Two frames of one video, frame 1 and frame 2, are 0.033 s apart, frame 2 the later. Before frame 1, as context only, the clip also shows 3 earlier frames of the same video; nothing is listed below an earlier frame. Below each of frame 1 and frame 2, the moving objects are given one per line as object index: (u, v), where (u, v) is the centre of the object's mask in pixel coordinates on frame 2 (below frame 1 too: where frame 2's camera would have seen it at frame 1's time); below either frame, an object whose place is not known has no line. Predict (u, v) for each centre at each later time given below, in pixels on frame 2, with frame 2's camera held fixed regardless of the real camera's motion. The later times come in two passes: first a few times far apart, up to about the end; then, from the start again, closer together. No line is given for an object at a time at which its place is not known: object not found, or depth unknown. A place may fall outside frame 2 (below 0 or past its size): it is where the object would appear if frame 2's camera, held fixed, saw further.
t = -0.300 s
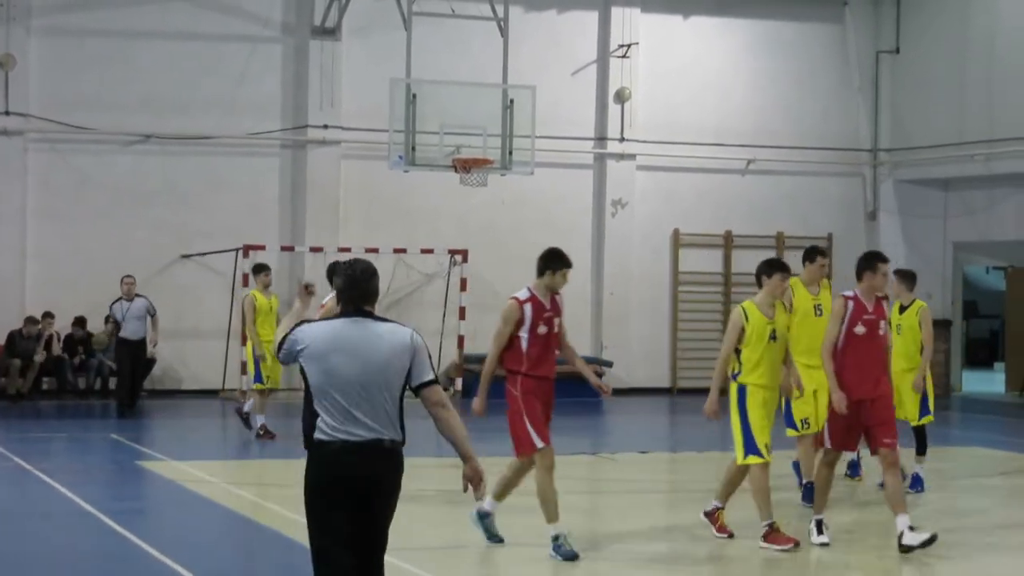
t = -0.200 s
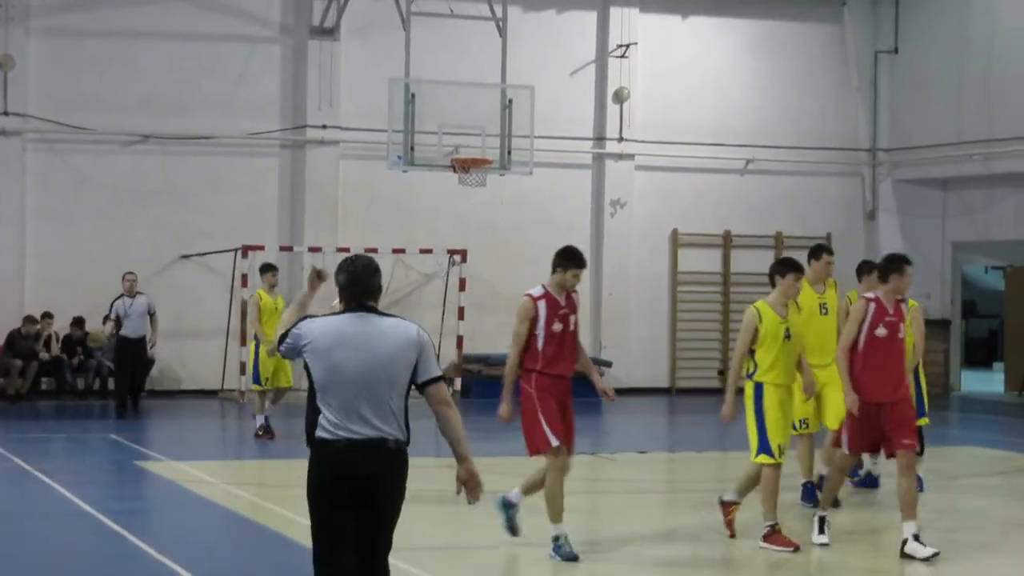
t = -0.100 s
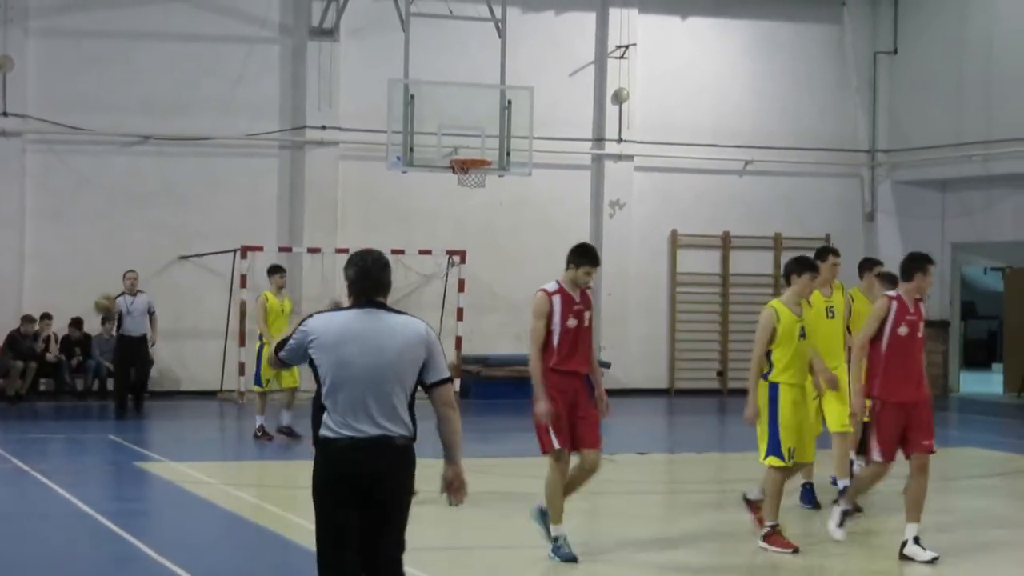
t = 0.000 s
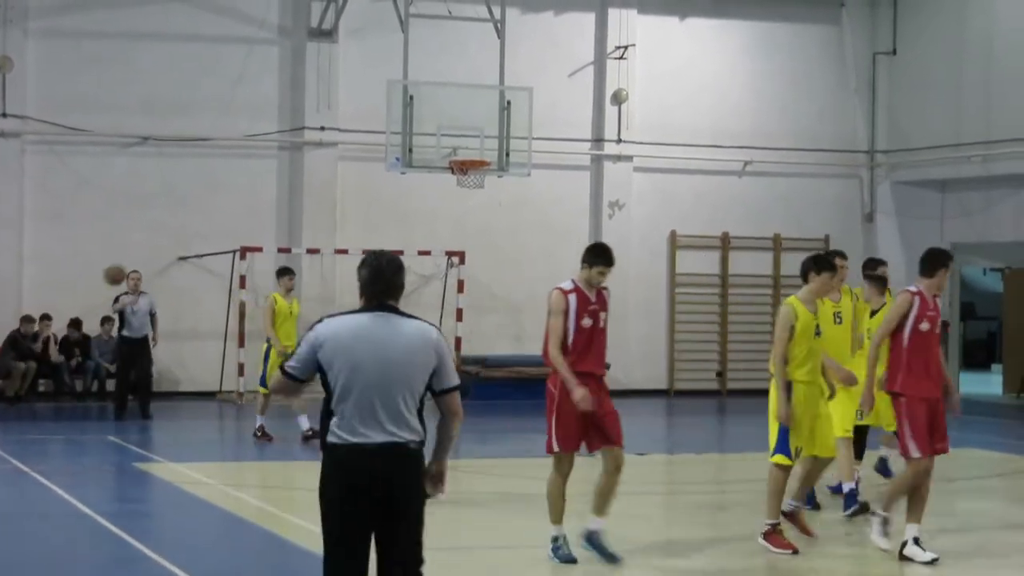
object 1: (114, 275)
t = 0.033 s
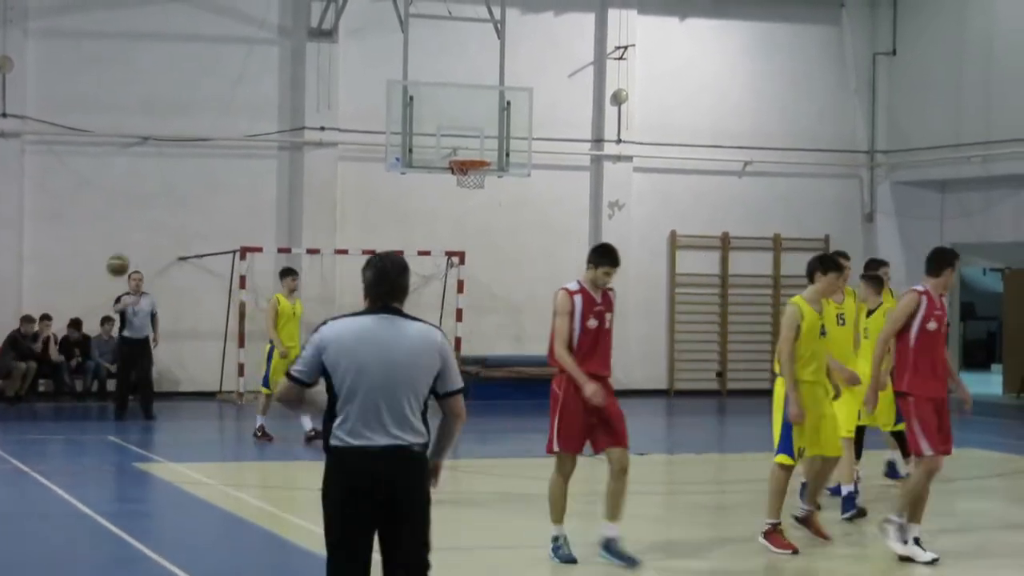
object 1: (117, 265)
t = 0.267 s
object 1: (143, 230)
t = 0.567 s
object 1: (180, 273)
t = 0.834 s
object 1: (221, 431)
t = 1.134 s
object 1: (253, 385)
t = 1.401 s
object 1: (281, 316)
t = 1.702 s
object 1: (318, 388)
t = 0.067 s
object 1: (121, 257)
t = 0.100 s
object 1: (124, 250)
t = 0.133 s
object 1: (128, 244)
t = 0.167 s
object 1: (132, 239)
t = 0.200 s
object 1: (136, 236)
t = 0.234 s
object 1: (140, 232)
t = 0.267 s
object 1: (143, 230)
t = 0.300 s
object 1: (147, 230)
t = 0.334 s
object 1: (151, 230)
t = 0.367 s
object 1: (155, 232)
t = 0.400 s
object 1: (159, 236)
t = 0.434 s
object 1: (164, 240)
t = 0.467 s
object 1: (168, 246)
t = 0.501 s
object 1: (172, 254)
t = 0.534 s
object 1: (176, 262)
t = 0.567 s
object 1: (180, 273)
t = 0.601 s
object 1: (185, 286)
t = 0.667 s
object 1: (198, 319)
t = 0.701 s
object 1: (202, 337)
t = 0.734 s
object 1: (204, 355)
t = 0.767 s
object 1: (209, 377)
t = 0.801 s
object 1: (215, 404)
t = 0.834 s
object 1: (221, 431)
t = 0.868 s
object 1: (226, 461)
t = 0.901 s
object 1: (231, 491)
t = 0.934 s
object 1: (235, 492)
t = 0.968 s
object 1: (239, 474)
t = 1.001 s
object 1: (241, 452)
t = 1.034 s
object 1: (244, 434)
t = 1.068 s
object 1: (246, 416)
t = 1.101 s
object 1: (251, 400)
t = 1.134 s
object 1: (253, 385)
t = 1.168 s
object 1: (256, 370)
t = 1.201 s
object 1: (260, 358)
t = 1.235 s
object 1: (264, 347)
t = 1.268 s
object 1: (267, 338)
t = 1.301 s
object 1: (270, 330)
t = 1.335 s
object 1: (273, 323)
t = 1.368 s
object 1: (277, 319)
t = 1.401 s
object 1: (281, 316)
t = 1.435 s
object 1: (284, 316)
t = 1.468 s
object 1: (287, 316)
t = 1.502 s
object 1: (292, 320)
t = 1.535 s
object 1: (295, 325)
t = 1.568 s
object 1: (300, 333)
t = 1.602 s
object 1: (304, 342)
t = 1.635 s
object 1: (309, 355)
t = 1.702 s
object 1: (318, 388)
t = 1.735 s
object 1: (322, 410)
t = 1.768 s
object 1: (324, 433)
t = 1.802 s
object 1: (324, 461)
